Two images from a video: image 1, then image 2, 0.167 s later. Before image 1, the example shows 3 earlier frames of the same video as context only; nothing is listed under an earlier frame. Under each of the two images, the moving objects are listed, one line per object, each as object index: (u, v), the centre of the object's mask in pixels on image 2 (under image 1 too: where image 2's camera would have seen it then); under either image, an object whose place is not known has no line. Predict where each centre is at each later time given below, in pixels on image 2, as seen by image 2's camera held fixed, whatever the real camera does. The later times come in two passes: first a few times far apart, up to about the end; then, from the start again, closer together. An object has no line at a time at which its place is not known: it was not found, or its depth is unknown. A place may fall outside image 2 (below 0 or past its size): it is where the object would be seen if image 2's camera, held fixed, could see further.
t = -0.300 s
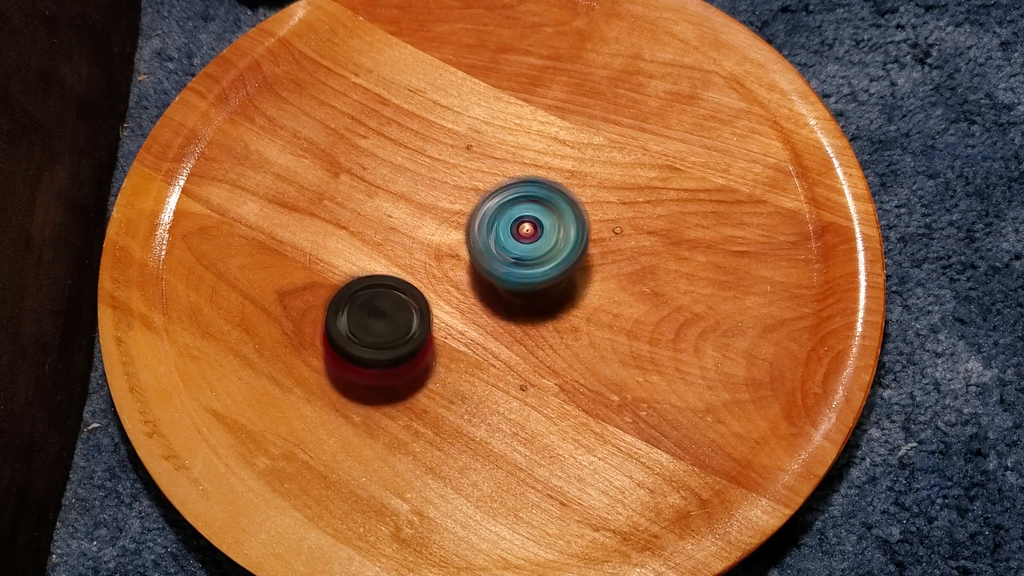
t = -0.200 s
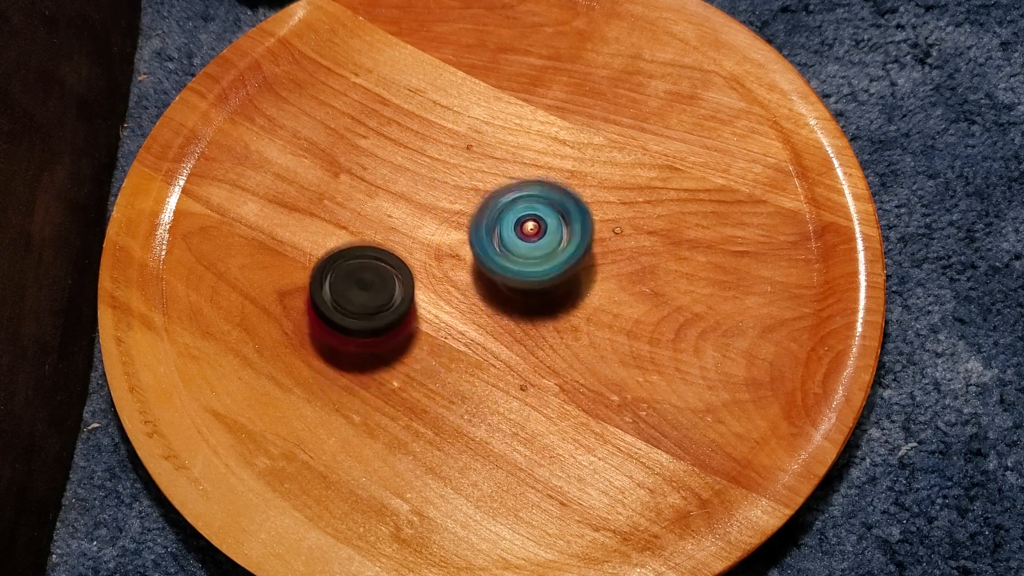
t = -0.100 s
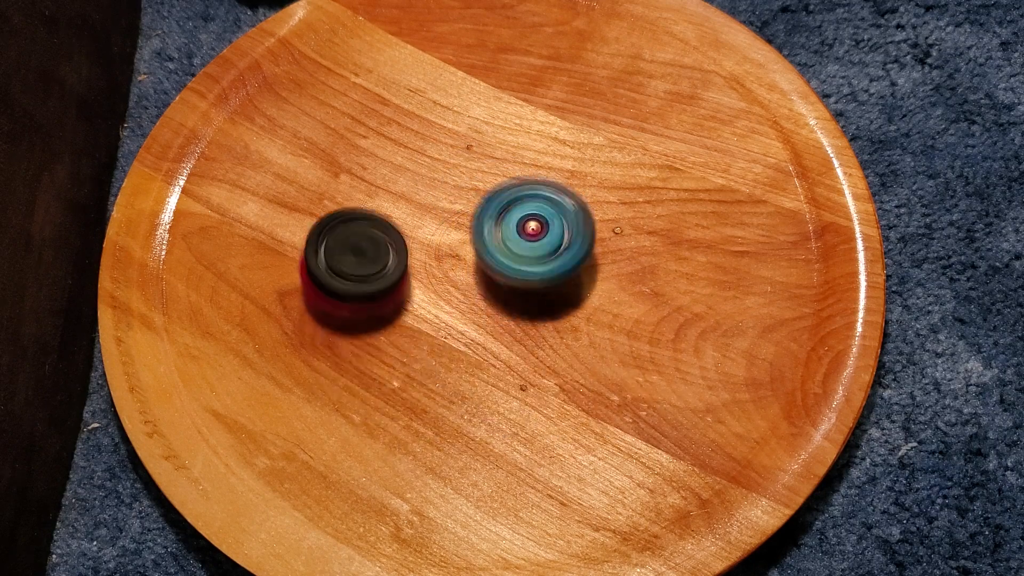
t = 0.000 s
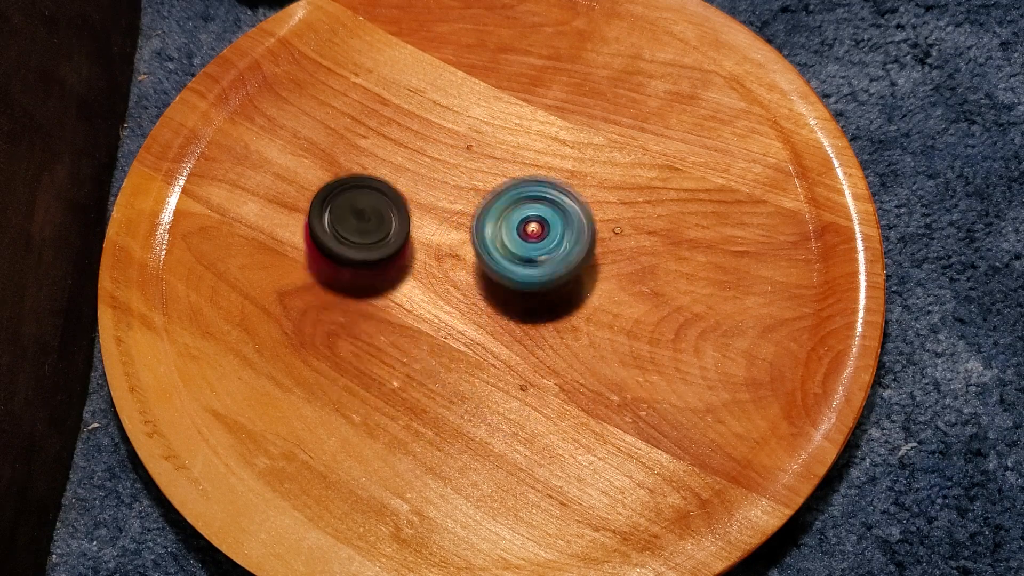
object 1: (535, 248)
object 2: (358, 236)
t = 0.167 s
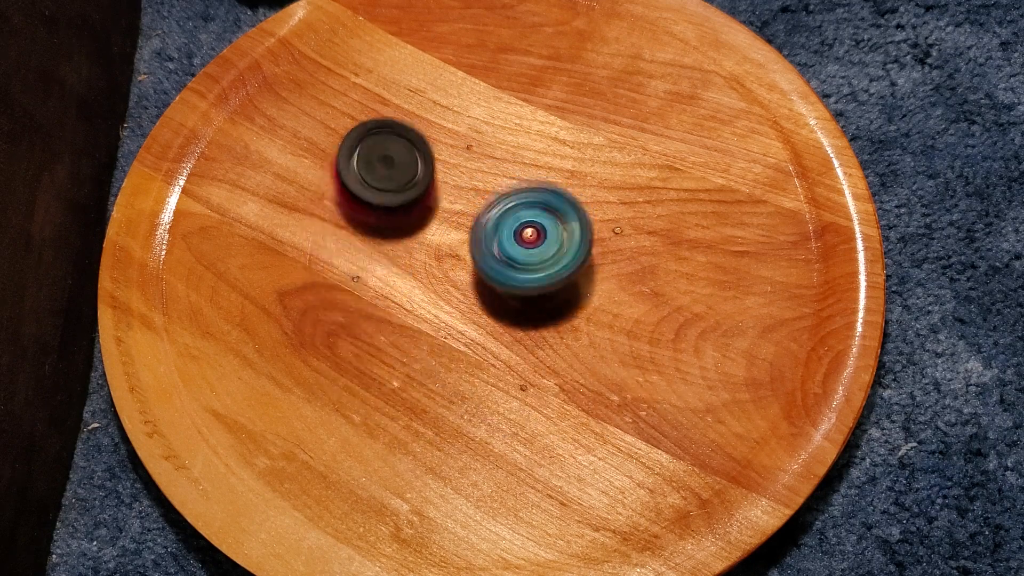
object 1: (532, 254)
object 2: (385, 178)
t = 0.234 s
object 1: (529, 255)
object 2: (401, 157)
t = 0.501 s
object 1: (514, 264)
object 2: (483, 108)
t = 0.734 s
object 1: (507, 269)
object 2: (557, 117)
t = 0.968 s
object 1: (506, 269)
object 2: (616, 175)
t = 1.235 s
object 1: (475, 247)
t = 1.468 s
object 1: (423, 203)
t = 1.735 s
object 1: (448, 178)
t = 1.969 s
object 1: (488, 198)
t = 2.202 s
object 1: (496, 245)
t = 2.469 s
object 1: (469, 274)
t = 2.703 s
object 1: (444, 253)
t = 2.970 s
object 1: (470, 215)
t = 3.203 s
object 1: (509, 218)
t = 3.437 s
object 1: (524, 260)
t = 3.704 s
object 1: (495, 286)
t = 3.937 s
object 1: (465, 267)
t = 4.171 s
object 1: (479, 231)
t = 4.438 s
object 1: (522, 223)
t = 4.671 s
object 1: (536, 255)
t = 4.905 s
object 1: (512, 279)
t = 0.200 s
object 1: (532, 254)
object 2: (393, 167)
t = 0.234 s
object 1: (529, 255)
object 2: (401, 157)
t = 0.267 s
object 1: (527, 258)
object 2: (410, 148)
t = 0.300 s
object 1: (526, 259)
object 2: (419, 139)
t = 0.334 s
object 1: (525, 258)
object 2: (429, 131)
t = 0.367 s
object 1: (523, 260)
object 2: (440, 124)
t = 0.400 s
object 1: (521, 261)
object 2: (450, 119)
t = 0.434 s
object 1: (519, 261)
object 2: (461, 114)
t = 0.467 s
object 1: (517, 263)
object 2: (472, 111)
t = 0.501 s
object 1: (514, 264)
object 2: (483, 108)
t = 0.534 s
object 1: (514, 265)
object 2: (493, 106)
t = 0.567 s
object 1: (512, 266)
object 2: (504, 106)
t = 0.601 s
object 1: (510, 268)
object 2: (515, 106)
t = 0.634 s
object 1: (510, 267)
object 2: (525, 107)
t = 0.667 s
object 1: (509, 267)
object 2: (536, 109)
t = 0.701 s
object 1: (508, 269)
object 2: (547, 112)
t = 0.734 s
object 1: (507, 269)
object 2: (557, 117)
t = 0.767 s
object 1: (507, 268)
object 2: (567, 122)
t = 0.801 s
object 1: (506, 268)
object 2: (576, 129)
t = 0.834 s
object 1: (505, 269)
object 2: (585, 136)
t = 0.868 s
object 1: (505, 269)
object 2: (593, 145)
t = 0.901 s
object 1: (505, 269)
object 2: (601, 154)
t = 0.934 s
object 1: (505, 270)
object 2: (609, 164)
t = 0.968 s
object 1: (506, 269)
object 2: (616, 175)
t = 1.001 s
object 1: (507, 268)
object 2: (622, 186)
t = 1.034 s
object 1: (508, 268)
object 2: (628, 199)
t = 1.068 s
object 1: (510, 266)
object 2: (632, 211)
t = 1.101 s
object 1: (513, 266)
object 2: (635, 224)
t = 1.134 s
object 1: (514, 264)
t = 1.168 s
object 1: (517, 263)
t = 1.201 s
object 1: (506, 257)
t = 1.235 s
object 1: (475, 247)
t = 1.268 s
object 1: (455, 237)
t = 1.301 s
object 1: (442, 229)
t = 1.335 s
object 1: (434, 225)
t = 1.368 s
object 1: (429, 217)
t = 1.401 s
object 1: (425, 213)
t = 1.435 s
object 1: (423, 208)
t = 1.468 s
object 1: (423, 203)
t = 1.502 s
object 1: (422, 201)
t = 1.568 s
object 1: (425, 190)
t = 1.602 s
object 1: (428, 187)
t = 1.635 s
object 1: (433, 183)
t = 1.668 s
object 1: (438, 181)
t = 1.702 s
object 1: (442, 179)
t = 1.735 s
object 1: (448, 178)
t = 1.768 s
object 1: (454, 178)
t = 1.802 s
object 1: (460, 178)
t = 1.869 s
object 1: (473, 183)
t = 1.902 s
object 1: (478, 187)
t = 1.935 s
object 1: (483, 193)
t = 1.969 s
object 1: (488, 198)
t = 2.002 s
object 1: (491, 204)
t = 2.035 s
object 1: (495, 210)
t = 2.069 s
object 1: (497, 217)
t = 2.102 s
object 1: (499, 225)
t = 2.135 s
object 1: (498, 232)
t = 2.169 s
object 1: (498, 240)
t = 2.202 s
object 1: (496, 245)
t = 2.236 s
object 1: (494, 251)
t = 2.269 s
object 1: (492, 257)
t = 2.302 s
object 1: (489, 261)
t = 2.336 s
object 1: (486, 268)
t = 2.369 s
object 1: (481, 269)
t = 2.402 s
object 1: (477, 271)
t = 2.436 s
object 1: (472, 273)
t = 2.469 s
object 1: (469, 274)
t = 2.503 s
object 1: (464, 275)
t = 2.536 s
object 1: (460, 273)
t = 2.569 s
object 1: (455, 273)
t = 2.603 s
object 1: (451, 268)
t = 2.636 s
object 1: (447, 264)
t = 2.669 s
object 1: (444, 259)
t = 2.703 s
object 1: (444, 253)
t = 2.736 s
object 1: (444, 248)
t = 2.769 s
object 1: (445, 242)
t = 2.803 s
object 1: (447, 238)
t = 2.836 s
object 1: (449, 232)
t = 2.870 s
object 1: (454, 227)
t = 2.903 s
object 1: (458, 223)
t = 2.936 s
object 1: (464, 218)
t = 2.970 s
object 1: (470, 215)
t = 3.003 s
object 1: (476, 212)
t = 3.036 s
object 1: (481, 211)
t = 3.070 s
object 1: (487, 211)
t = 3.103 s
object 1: (493, 211)
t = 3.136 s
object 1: (498, 213)
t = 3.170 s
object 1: (504, 214)
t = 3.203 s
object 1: (509, 218)
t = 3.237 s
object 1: (514, 222)
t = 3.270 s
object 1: (518, 228)
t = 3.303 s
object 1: (522, 233)
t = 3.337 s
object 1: (524, 240)
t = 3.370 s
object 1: (526, 247)
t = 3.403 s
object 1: (525, 253)
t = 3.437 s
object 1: (524, 260)
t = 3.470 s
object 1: (522, 265)
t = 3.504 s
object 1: (519, 271)
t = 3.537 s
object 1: (516, 275)
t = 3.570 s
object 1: (513, 278)
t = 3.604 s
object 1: (508, 281)
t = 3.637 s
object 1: (505, 283)
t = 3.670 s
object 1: (499, 285)
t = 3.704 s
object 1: (495, 286)
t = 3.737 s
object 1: (489, 287)
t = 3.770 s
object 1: (485, 285)
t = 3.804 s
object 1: (479, 284)
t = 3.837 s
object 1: (474, 280)
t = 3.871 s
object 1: (470, 277)
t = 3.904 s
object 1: (466, 272)
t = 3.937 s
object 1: (465, 267)
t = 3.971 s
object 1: (464, 262)
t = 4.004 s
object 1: (465, 256)
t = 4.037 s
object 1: (465, 251)
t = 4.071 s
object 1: (467, 245)
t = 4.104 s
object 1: (470, 241)
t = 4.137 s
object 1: (475, 235)
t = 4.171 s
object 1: (479, 231)
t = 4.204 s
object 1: (483, 227)
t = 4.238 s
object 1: (488, 224)
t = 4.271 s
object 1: (493, 222)
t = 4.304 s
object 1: (499, 219)
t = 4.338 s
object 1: (505, 219)
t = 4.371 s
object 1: (511, 219)
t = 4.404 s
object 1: (516, 221)
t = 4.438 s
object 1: (522, 223)
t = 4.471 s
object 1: (525, 227)
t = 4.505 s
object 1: (530, 230)
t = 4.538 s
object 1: (532, 235)
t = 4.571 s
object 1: (535, 239)
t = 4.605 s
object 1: (536, 245)
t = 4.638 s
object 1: (537, 250)
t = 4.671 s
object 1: (536, 255)
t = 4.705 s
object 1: (535, 260)
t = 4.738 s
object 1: (533, 264)
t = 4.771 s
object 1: (530, 269)
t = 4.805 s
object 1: (526, 272)
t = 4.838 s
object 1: (522, 276)
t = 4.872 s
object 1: (518, 277)
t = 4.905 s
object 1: (512, 279)
